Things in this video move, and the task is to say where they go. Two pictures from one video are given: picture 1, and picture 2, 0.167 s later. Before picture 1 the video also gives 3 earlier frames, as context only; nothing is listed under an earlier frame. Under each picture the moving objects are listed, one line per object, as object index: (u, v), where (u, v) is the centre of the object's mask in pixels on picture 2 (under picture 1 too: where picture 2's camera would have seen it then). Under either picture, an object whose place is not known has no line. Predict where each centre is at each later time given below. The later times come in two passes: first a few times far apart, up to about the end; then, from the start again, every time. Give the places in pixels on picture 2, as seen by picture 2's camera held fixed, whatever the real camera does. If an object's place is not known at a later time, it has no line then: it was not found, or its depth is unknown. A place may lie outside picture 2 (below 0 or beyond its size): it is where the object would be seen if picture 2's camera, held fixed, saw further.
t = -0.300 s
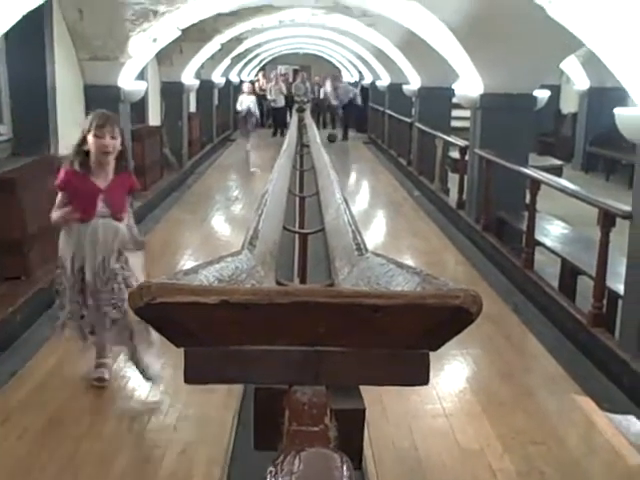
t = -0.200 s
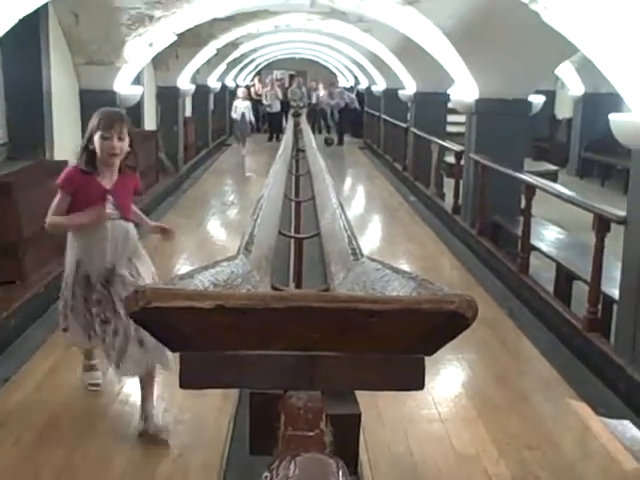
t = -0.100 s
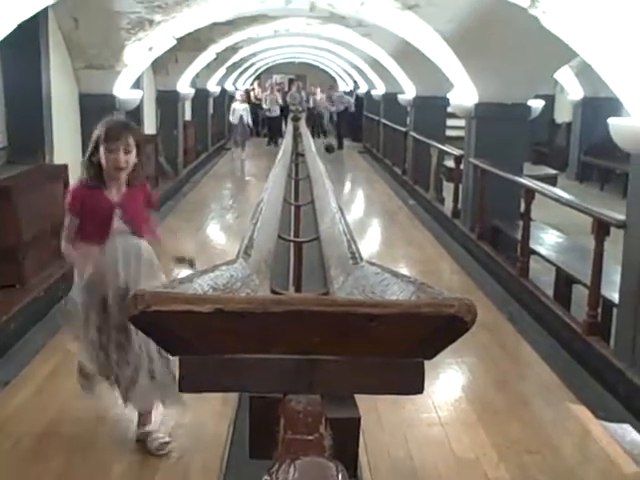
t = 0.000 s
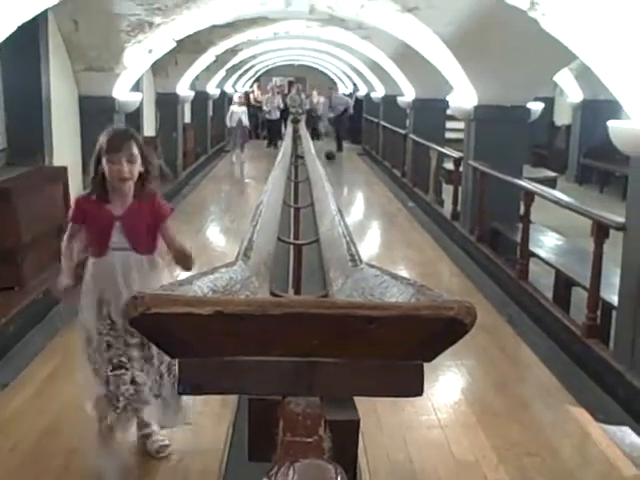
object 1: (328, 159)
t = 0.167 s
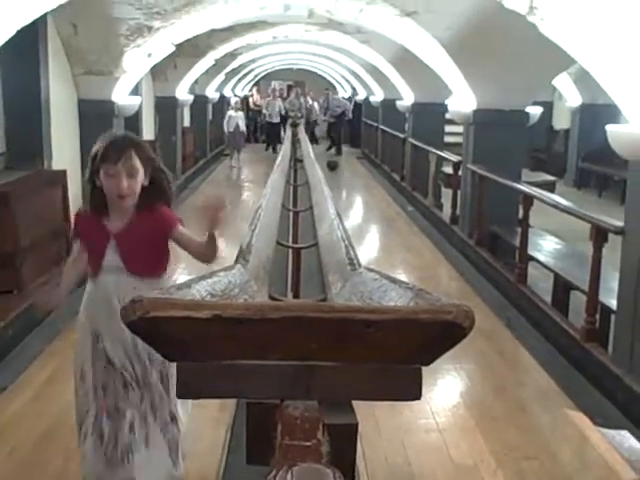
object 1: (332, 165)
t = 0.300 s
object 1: (335, 169)
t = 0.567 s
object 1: (340, 176)
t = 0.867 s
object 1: (349, 186)
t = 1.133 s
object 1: (358, 199)
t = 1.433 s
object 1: (372, 217)
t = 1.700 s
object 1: (389, 239)
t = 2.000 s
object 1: (416, 272)
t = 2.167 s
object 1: (440, 291)
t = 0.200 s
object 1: (332, 166)
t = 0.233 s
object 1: (333, 167)
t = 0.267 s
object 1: (333, 168)
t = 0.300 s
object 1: (335, 169)
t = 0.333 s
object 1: (335, 169)
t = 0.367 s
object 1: (336, 170)
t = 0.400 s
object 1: (336, 171)
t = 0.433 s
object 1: (337, 172)
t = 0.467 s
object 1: (338, 173)
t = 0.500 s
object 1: (339, 174)
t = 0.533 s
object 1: (340, 175)
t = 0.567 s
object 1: (340, 176)
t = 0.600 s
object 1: (341, 177)
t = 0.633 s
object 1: (342, 178)
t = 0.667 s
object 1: (343, 179)
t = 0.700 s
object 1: (344, 180)
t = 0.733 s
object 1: (345, 181)
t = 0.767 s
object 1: (346, 182)
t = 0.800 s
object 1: (346, 183)
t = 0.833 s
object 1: (347, 185)
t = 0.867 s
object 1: (349, 186)
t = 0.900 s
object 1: (350, 188)
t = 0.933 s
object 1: (351, 189)
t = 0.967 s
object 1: (352, 190)
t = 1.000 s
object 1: (353, 192)
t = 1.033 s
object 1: (354, 194)
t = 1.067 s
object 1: (355, 196)
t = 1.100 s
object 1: (356, 197)
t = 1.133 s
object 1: (358, 199)
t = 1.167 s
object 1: (360, 201)
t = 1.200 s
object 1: (361, 202)
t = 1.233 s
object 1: (362, 204)
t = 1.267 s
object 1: (364, 206)
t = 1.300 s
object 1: (365, 208)
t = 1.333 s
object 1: (367, 210)
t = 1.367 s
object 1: (369, 212)
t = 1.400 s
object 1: (370, 214)
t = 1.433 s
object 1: (372, 217)
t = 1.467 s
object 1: (374, 219)
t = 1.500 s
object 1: (376, 222)
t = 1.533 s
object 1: (377, 224)
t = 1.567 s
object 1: (379, 227)
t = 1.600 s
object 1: (382, 229)
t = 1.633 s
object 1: (384, 233)
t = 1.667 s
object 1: (386, 236)
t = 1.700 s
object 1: (389, 239)
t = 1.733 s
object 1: (391, 242)
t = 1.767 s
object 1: (393, 245)
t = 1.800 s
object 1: (396, 249)
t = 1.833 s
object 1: (399, 253)
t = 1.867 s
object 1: (402, 257)
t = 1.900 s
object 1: (405, 261)
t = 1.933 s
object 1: (409, 265)
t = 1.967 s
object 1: (412, 269)
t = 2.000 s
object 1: (416, 272)
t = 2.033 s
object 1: (420, 276)
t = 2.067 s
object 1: (425, 280)
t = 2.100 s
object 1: (431, 284)
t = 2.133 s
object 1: (436, 287)
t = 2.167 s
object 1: (440, 291)
